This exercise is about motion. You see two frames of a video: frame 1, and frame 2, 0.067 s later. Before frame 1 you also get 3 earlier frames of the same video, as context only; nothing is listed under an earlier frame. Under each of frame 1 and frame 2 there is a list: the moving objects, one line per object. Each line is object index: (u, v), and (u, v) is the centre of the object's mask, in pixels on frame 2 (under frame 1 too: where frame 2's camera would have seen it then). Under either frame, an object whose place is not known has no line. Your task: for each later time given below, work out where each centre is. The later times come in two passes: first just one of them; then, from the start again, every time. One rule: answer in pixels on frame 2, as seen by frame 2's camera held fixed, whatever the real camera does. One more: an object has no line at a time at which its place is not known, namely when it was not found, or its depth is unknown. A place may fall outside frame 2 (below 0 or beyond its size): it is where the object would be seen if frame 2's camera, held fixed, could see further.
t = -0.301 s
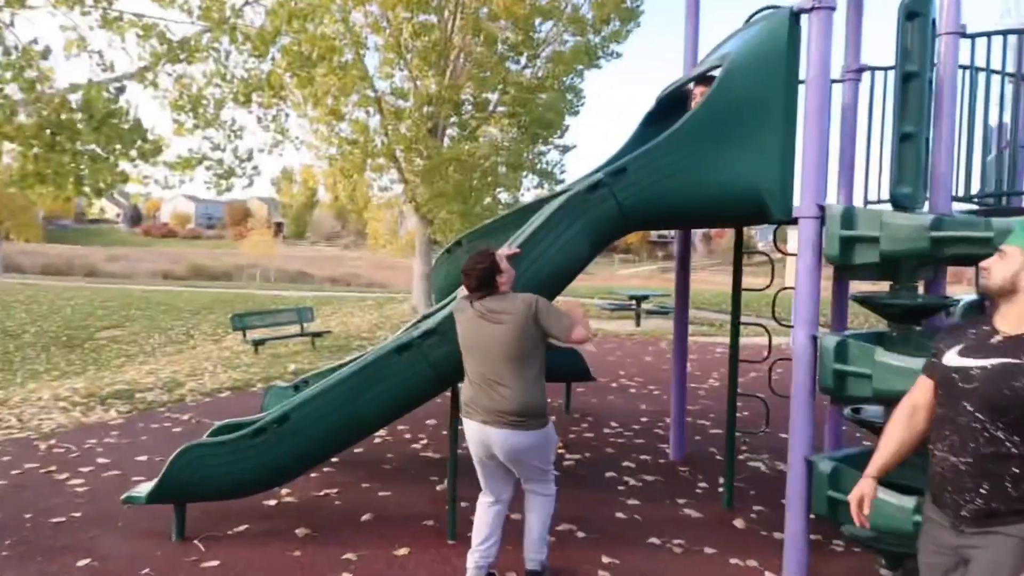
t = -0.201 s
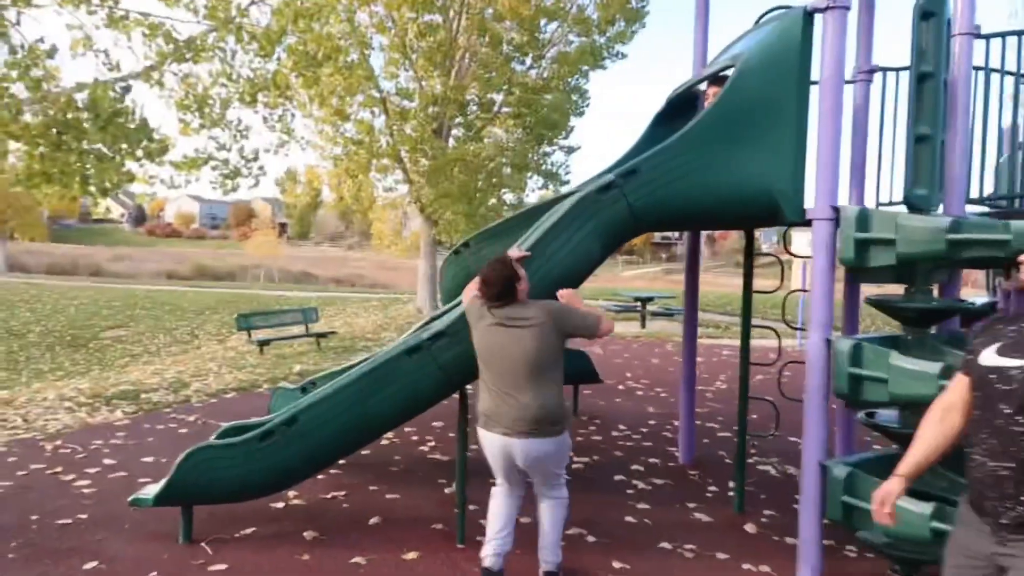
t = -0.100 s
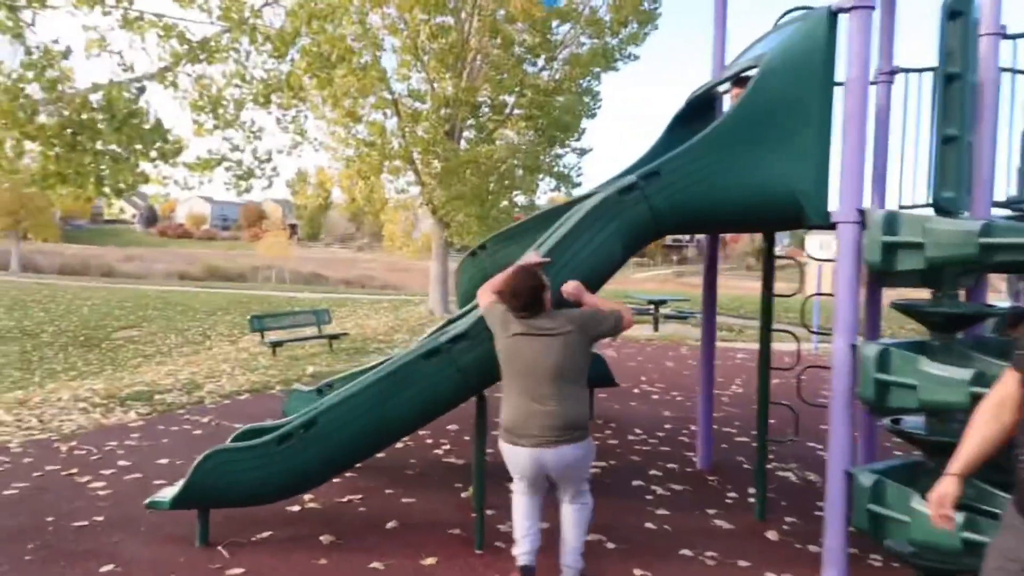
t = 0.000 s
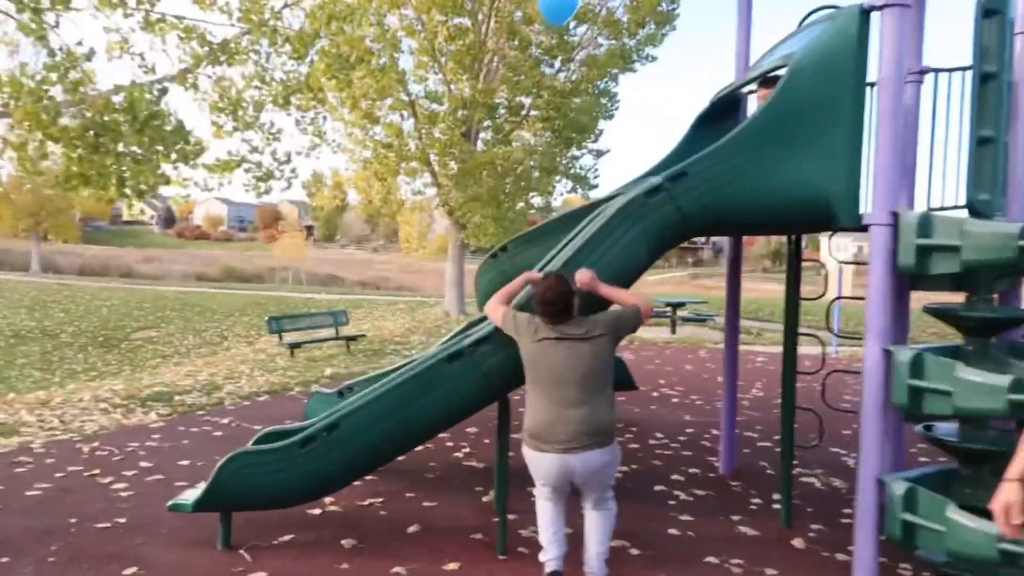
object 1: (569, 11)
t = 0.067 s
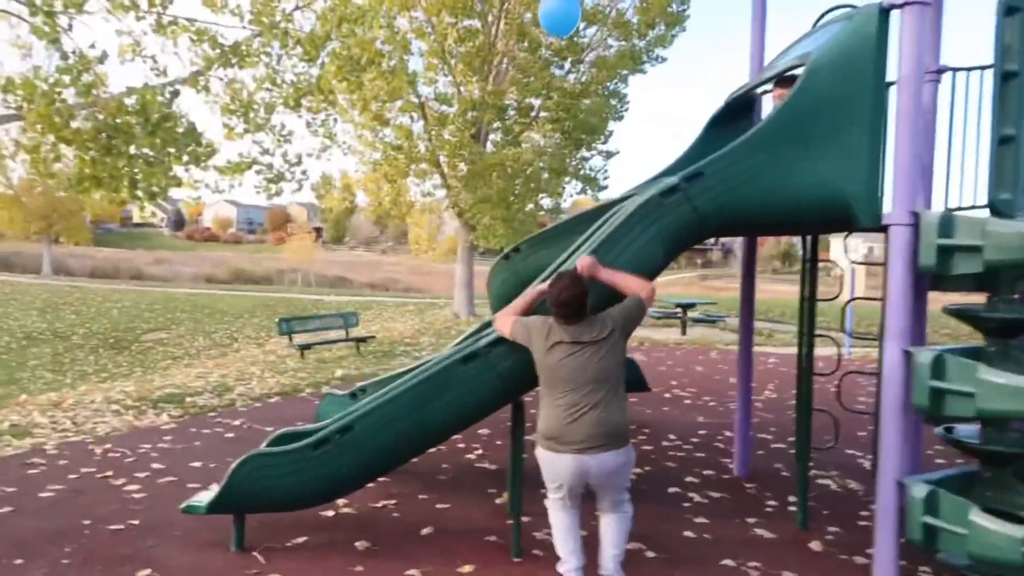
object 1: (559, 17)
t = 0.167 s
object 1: (543, 35)
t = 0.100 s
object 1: (554, 21)
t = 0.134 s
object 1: (548, 28)
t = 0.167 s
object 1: (543, 35)
